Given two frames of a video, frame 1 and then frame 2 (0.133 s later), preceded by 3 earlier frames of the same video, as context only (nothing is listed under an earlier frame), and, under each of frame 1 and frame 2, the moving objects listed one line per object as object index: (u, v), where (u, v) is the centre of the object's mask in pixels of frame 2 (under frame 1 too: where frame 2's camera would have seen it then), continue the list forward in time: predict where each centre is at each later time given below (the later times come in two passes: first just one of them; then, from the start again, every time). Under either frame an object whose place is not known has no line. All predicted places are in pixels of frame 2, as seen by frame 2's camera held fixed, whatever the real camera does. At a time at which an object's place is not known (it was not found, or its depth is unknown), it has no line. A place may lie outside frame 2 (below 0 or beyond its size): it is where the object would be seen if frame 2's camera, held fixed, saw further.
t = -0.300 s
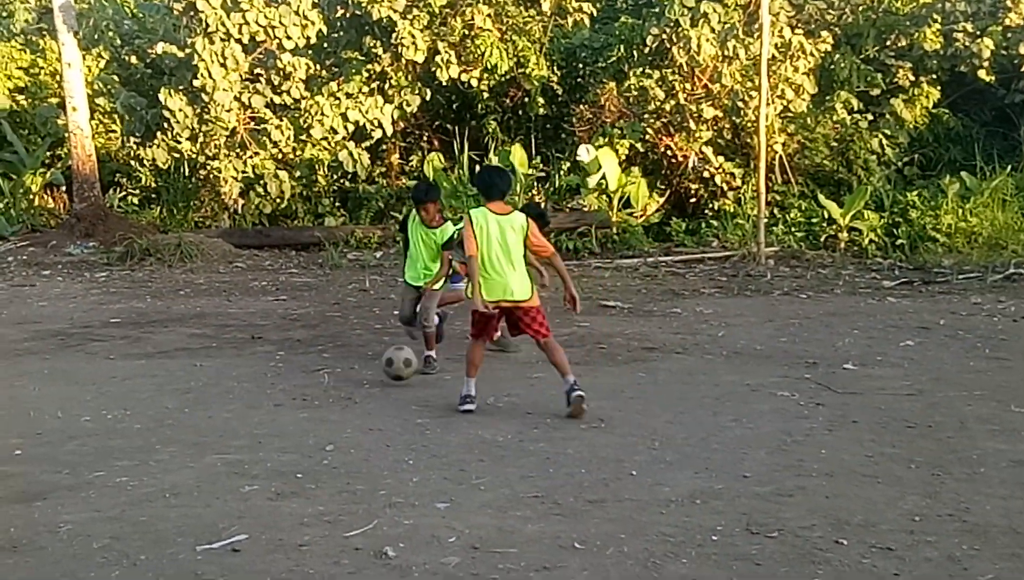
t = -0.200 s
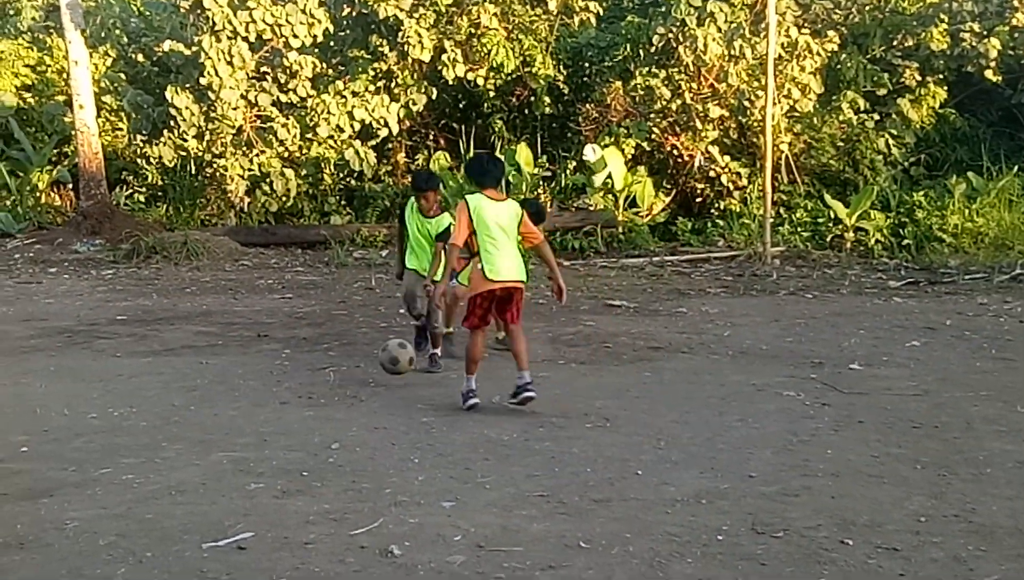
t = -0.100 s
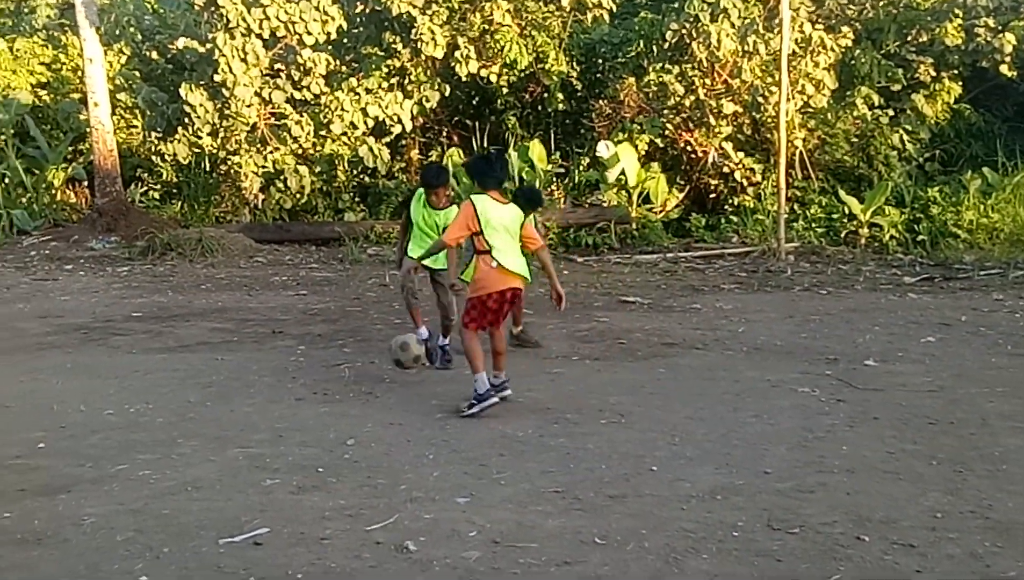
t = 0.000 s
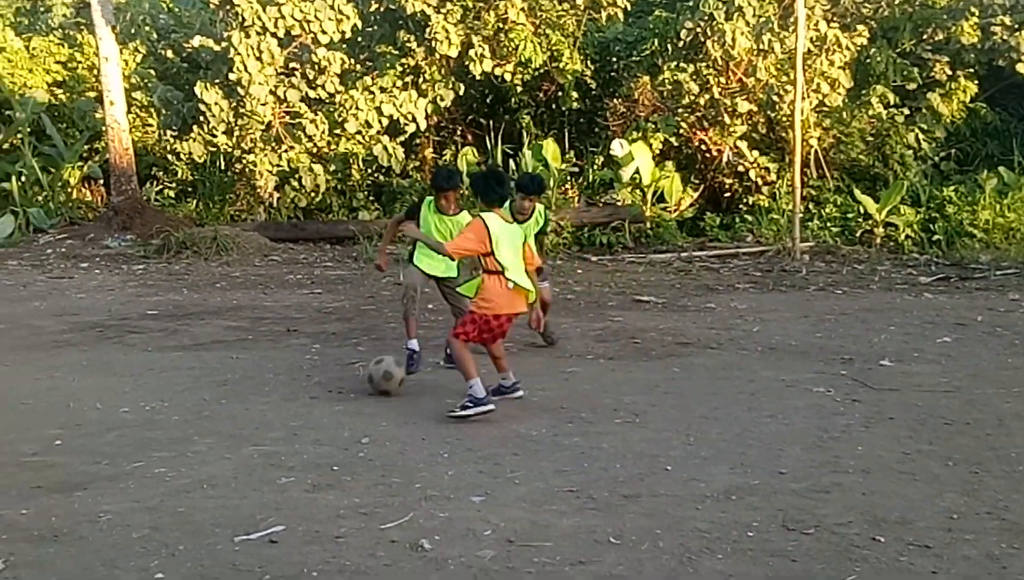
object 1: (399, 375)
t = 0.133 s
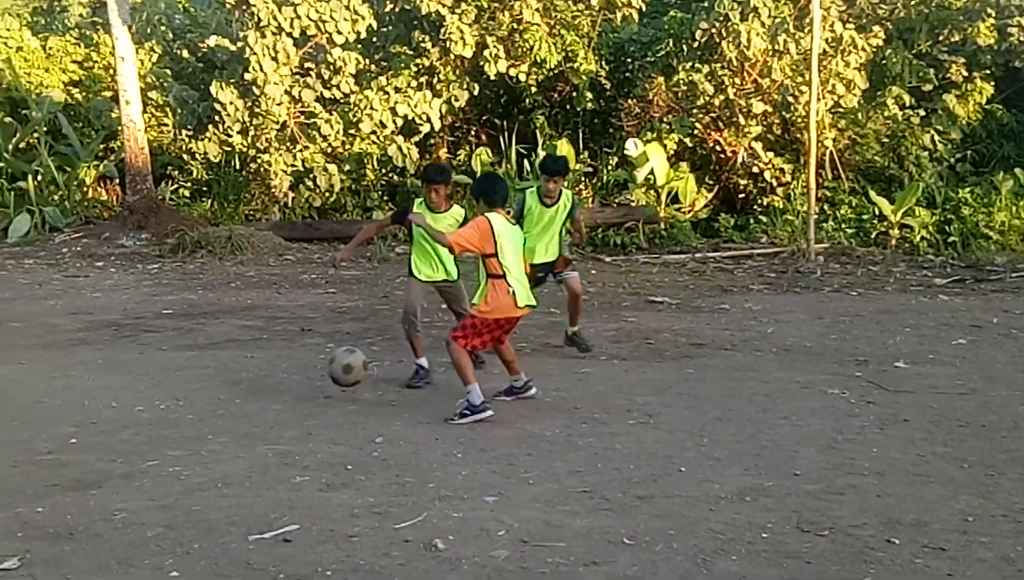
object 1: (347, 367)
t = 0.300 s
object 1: (276, 393)
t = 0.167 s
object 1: (334, 368)
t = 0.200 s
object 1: (320, 371)
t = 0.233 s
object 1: (306, 376)
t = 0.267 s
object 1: (291, 384)
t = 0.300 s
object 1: (276, 393)
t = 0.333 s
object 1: (261, 405)
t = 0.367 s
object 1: (246, 421)
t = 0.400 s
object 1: (231, 422)
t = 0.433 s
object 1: (216, 417)
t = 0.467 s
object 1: (201, 415)
